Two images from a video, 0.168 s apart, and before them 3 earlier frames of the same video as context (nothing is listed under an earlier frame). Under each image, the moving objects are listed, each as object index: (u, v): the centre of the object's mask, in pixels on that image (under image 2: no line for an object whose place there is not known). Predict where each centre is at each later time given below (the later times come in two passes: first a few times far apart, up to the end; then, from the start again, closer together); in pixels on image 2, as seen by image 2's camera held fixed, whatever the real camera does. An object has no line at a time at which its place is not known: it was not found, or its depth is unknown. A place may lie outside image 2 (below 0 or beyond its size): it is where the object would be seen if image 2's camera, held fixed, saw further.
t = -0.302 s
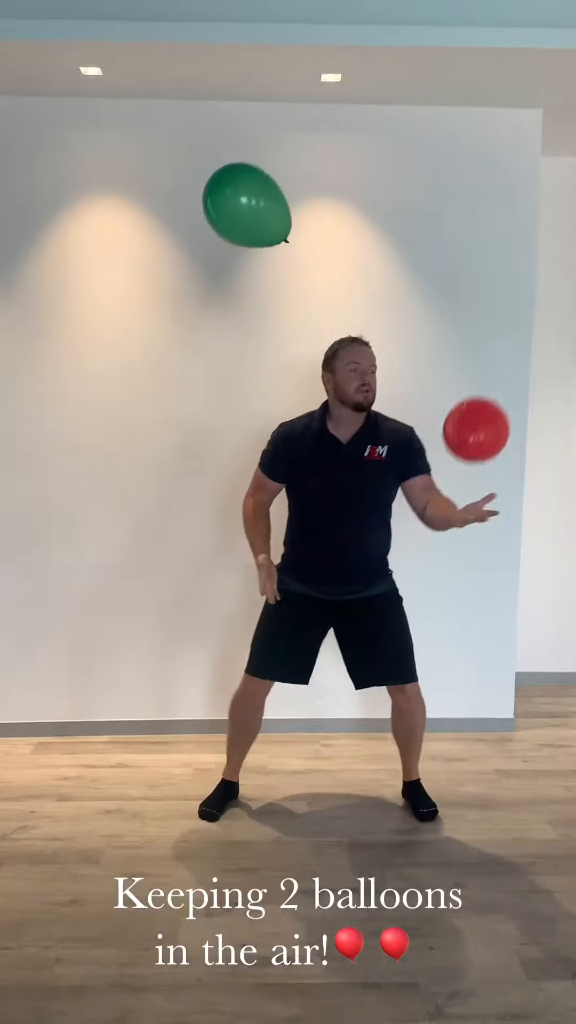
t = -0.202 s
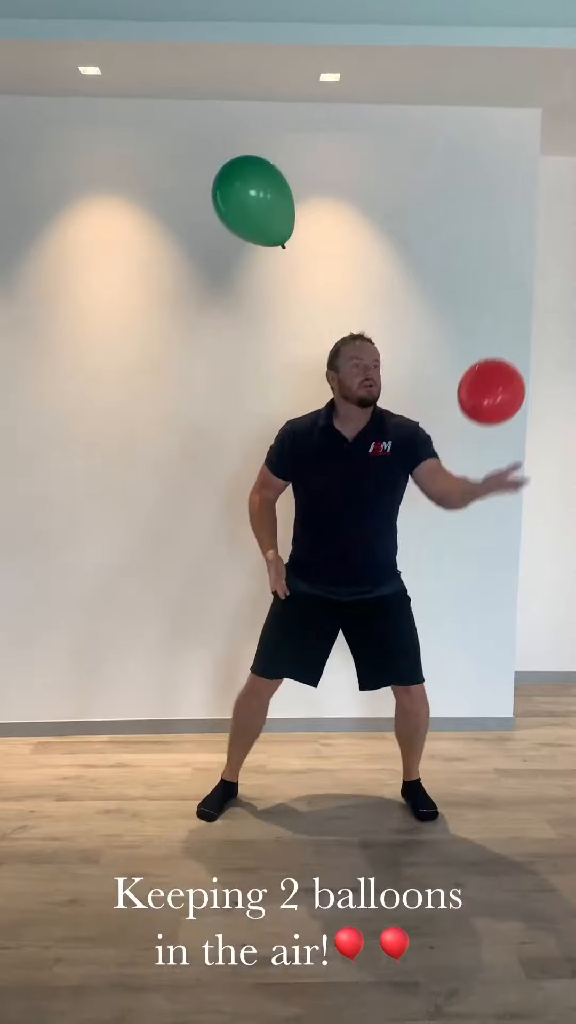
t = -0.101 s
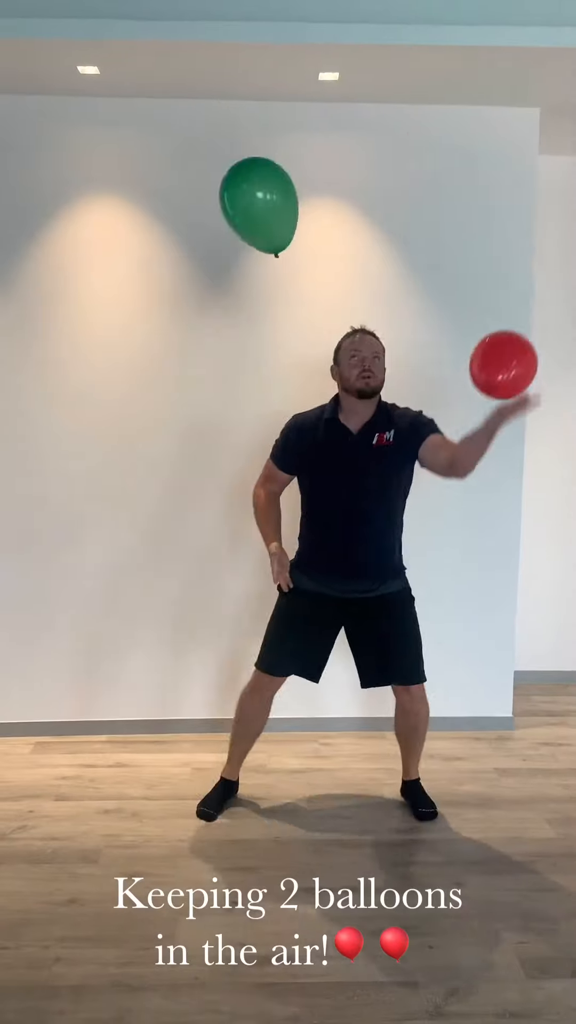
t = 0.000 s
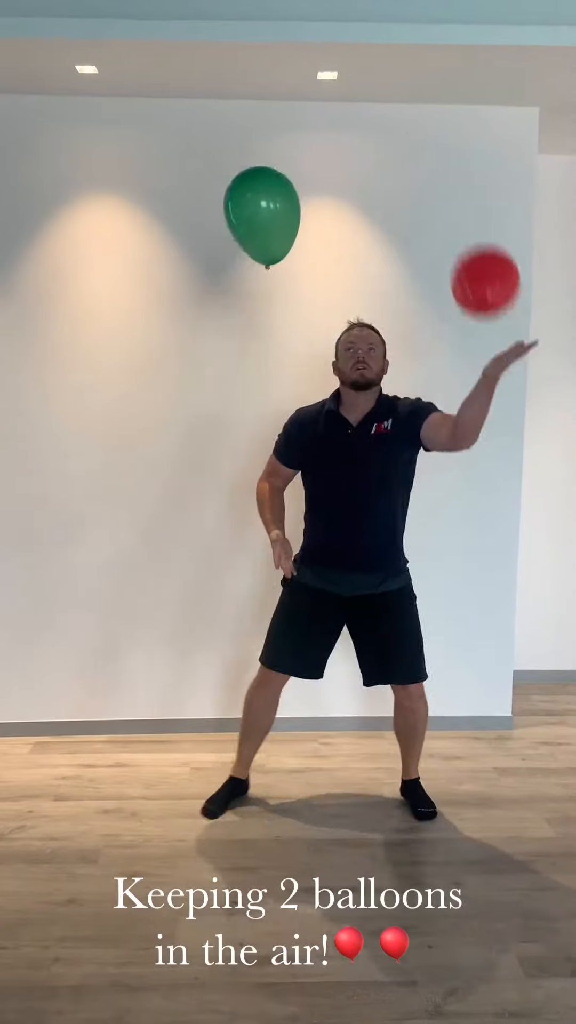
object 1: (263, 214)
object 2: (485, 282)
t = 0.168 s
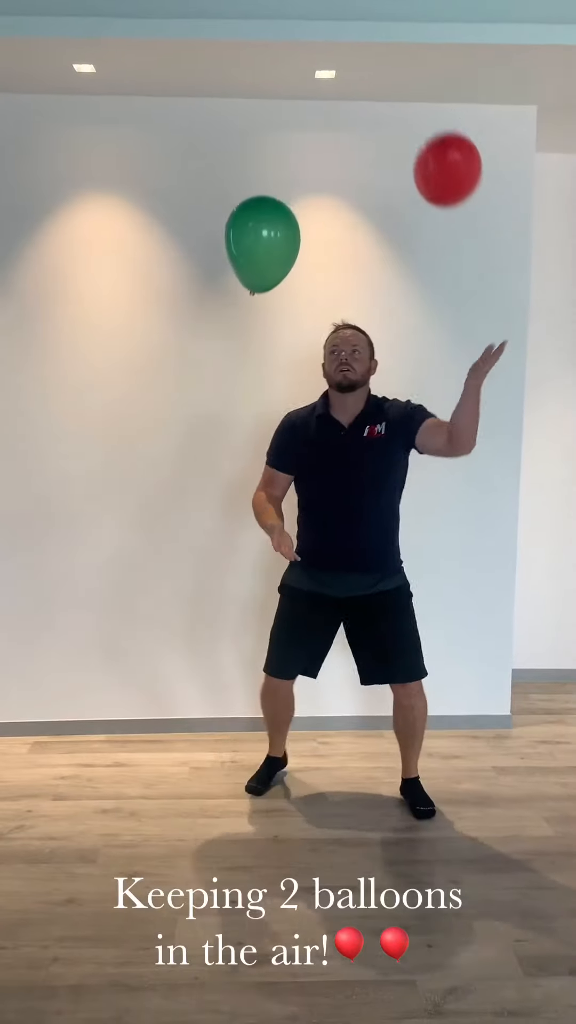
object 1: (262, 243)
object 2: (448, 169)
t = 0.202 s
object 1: (262, 251)
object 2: (442, 156)
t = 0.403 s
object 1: (259, 312)
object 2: (417, 112)
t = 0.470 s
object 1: (258, 336)
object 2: (412, 106)
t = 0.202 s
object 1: (262, 251)
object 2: (442, 156)
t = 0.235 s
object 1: (262, 259)
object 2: (436, 145)
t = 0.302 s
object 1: (261, 278)
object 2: (427, 128)
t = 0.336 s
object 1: (260, 289)
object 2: (423, 122)
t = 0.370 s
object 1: (260, 300)
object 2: (420, 116)
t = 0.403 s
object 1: (259, 312)
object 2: (417, 112)
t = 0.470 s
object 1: (258, 336)
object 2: (412, 106)
